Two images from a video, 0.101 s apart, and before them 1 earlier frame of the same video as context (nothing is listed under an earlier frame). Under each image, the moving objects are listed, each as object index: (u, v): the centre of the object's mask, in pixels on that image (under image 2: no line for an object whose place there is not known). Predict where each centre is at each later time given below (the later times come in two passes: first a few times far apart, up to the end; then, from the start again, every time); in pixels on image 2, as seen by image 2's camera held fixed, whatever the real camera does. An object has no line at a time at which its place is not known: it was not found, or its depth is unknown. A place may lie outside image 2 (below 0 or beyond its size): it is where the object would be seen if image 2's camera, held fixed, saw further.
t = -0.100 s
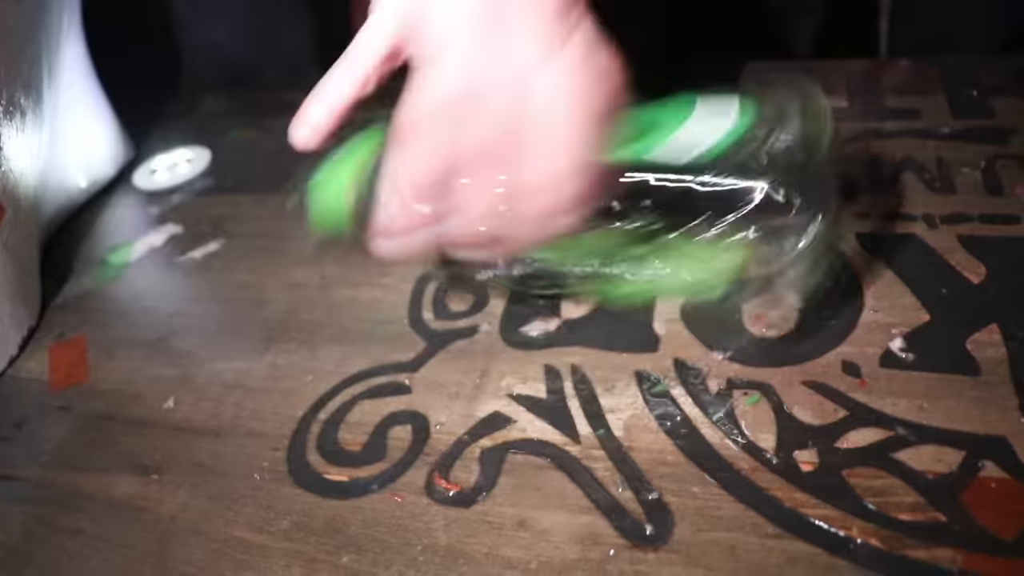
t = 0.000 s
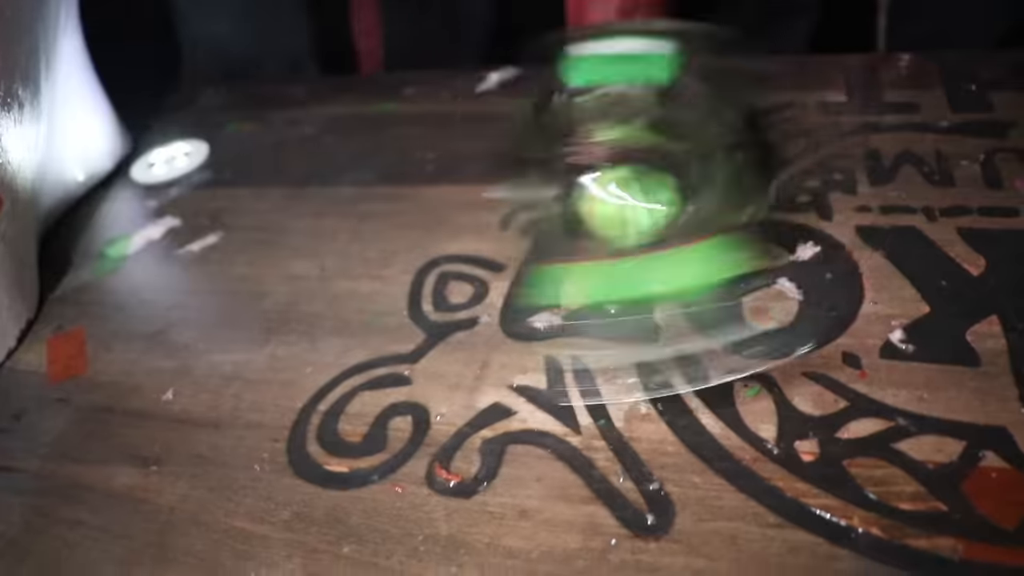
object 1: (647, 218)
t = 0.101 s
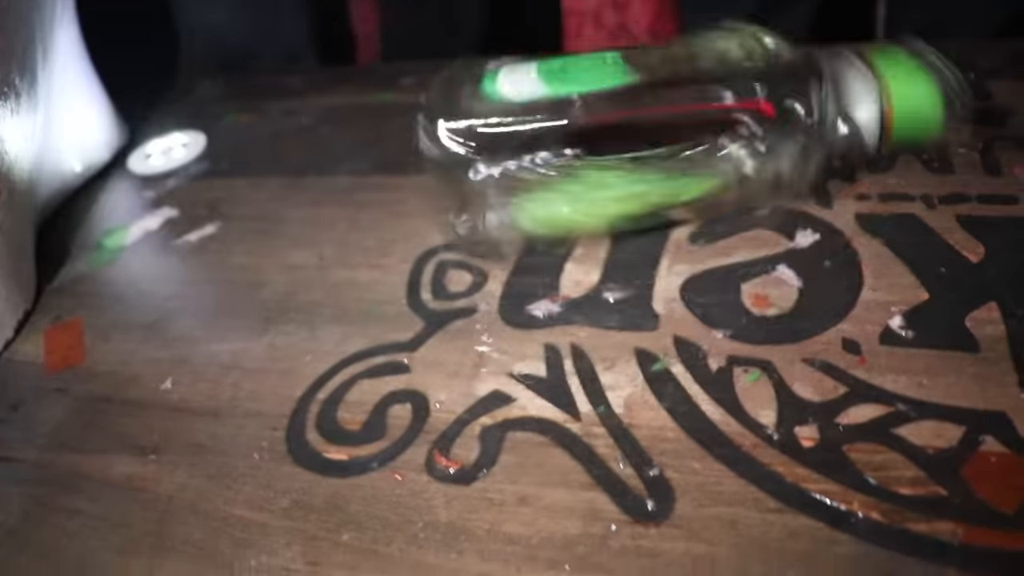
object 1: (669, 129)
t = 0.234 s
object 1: (746, 127)
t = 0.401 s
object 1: (733, 128)
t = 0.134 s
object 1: (650, 134)
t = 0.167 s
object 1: (678, 140)
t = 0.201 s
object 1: (722, 156)
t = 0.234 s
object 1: (746, 127)
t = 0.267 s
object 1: (744, 116)
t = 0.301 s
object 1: (728, 109)
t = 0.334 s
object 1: (730, 111)
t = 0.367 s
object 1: (722, 116)
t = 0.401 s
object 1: (733, 128)
